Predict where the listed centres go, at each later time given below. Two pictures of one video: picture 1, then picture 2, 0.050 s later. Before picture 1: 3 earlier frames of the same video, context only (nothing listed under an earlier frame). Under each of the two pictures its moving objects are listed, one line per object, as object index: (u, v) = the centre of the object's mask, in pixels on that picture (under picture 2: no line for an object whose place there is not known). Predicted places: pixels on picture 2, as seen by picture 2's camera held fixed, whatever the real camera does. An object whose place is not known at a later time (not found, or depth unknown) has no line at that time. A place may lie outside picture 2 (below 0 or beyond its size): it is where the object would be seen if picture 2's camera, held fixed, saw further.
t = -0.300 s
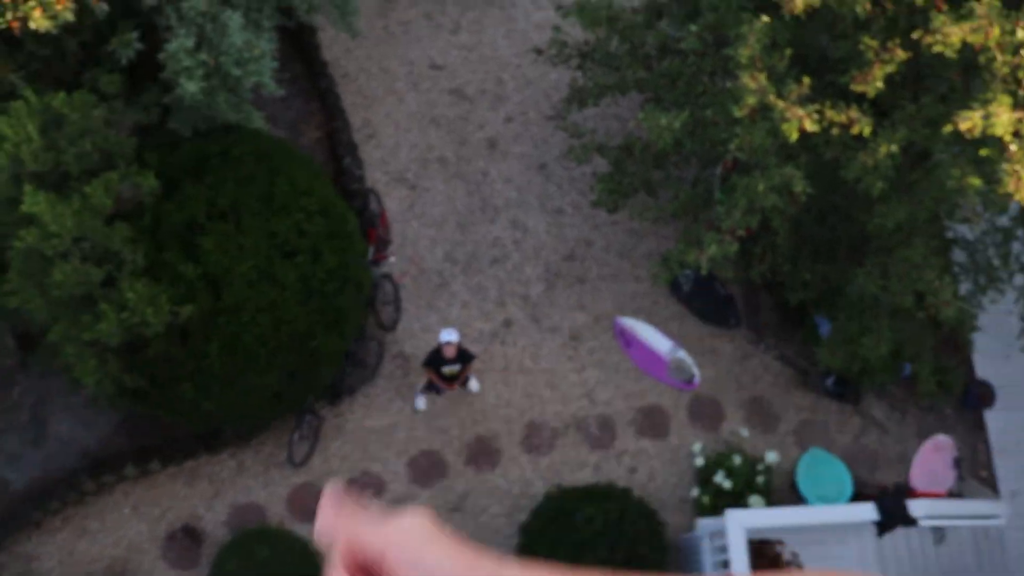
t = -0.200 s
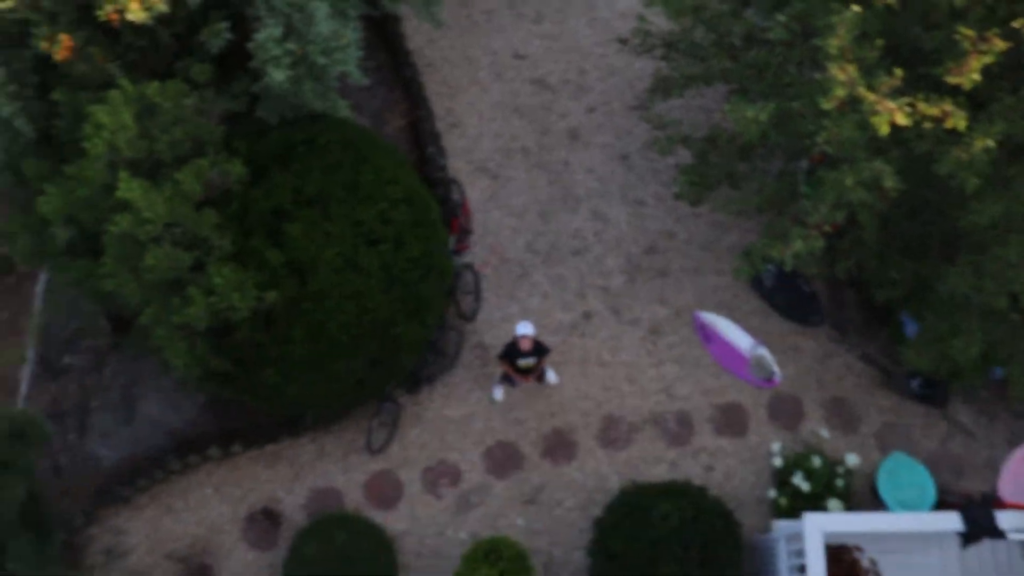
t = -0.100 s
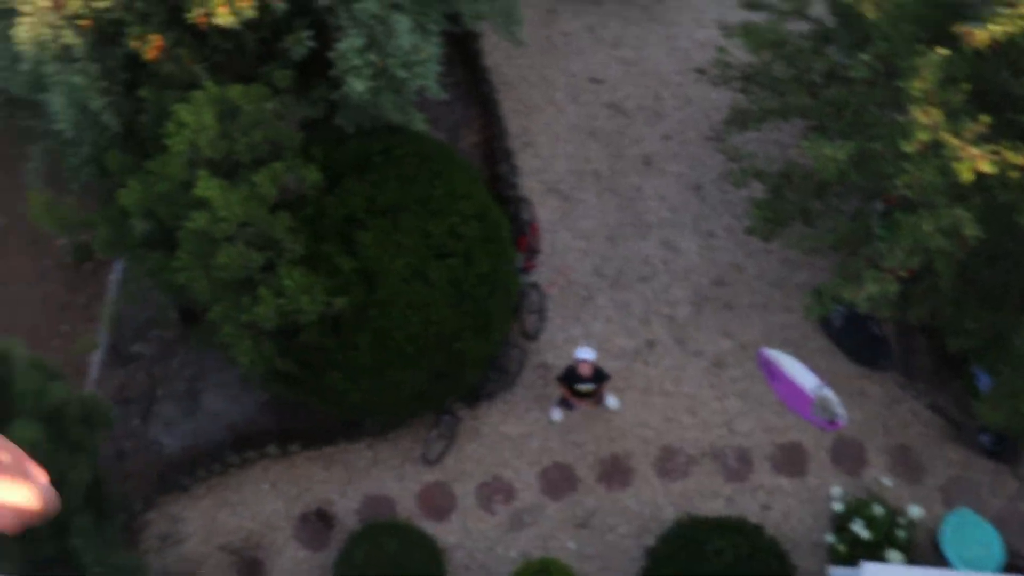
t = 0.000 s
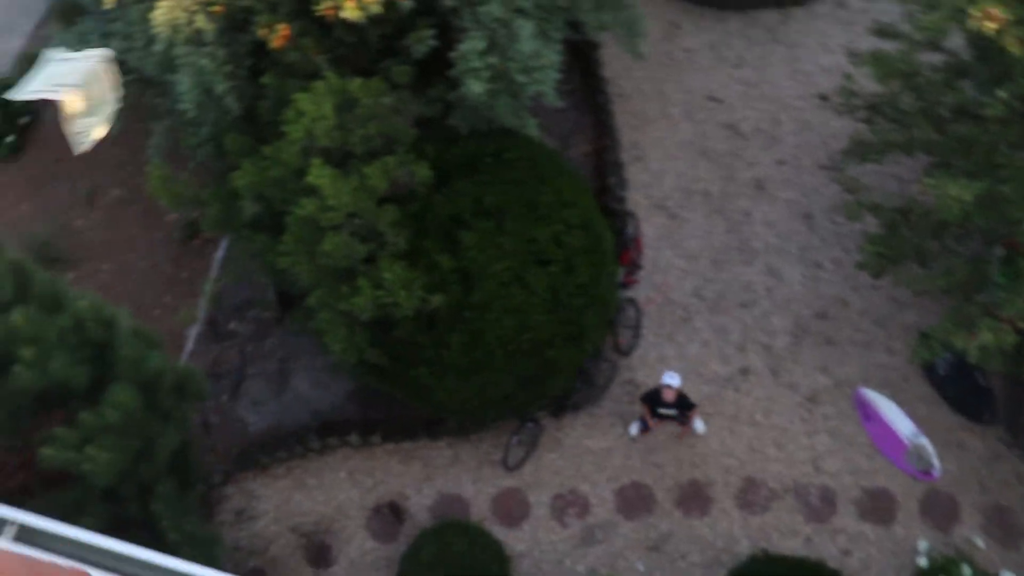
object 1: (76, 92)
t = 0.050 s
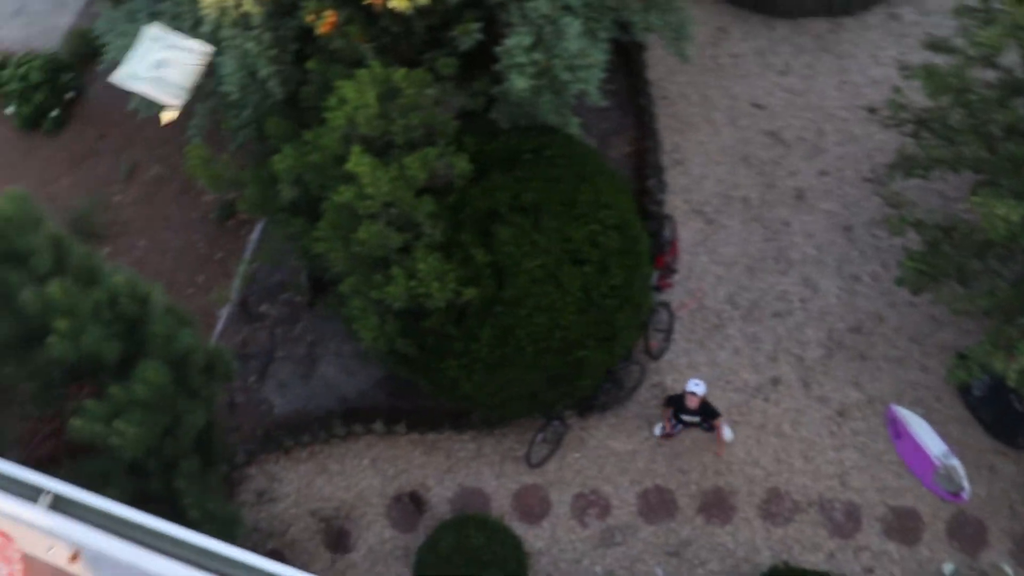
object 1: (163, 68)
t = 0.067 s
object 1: (177, 69)
